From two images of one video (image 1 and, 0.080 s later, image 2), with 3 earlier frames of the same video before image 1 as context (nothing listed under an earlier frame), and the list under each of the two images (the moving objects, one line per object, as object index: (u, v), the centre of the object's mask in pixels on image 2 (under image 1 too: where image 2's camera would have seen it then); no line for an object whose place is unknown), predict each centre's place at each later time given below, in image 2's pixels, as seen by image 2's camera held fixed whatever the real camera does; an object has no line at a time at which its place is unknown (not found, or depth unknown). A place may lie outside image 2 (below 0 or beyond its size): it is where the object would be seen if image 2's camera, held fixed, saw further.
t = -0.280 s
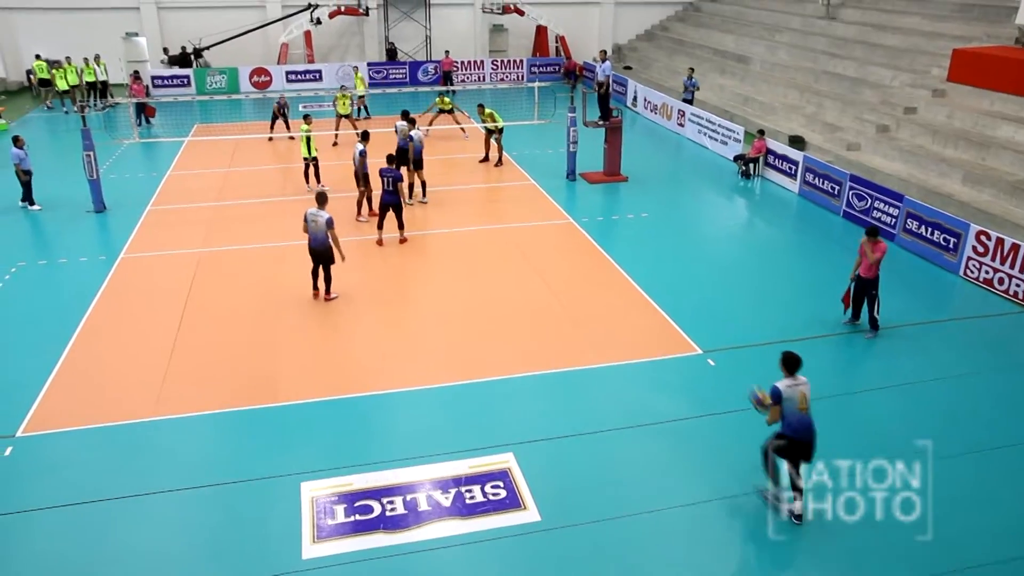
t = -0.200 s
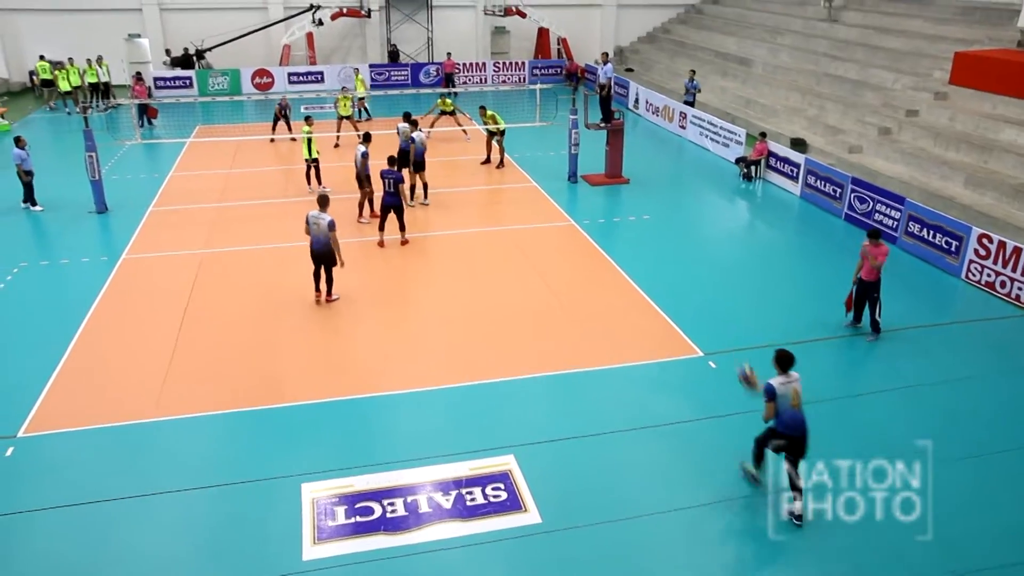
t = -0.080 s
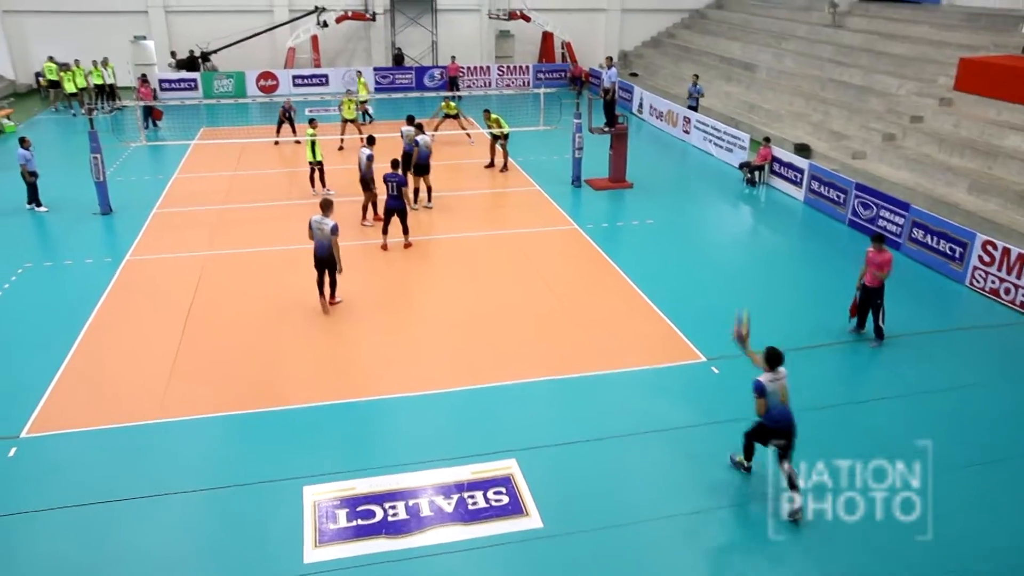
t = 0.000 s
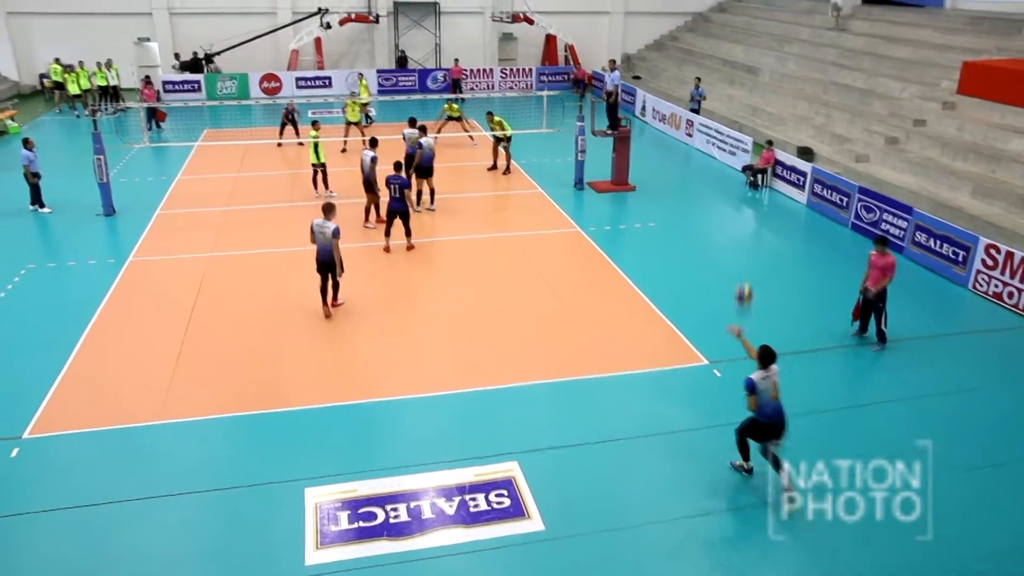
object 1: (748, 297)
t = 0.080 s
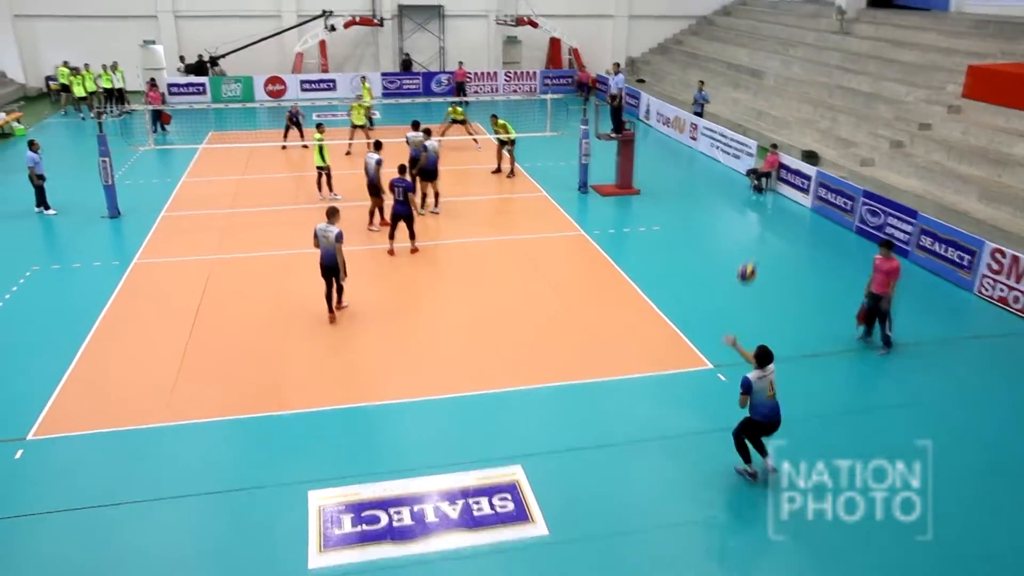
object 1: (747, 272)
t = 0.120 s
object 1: (747, 258)
